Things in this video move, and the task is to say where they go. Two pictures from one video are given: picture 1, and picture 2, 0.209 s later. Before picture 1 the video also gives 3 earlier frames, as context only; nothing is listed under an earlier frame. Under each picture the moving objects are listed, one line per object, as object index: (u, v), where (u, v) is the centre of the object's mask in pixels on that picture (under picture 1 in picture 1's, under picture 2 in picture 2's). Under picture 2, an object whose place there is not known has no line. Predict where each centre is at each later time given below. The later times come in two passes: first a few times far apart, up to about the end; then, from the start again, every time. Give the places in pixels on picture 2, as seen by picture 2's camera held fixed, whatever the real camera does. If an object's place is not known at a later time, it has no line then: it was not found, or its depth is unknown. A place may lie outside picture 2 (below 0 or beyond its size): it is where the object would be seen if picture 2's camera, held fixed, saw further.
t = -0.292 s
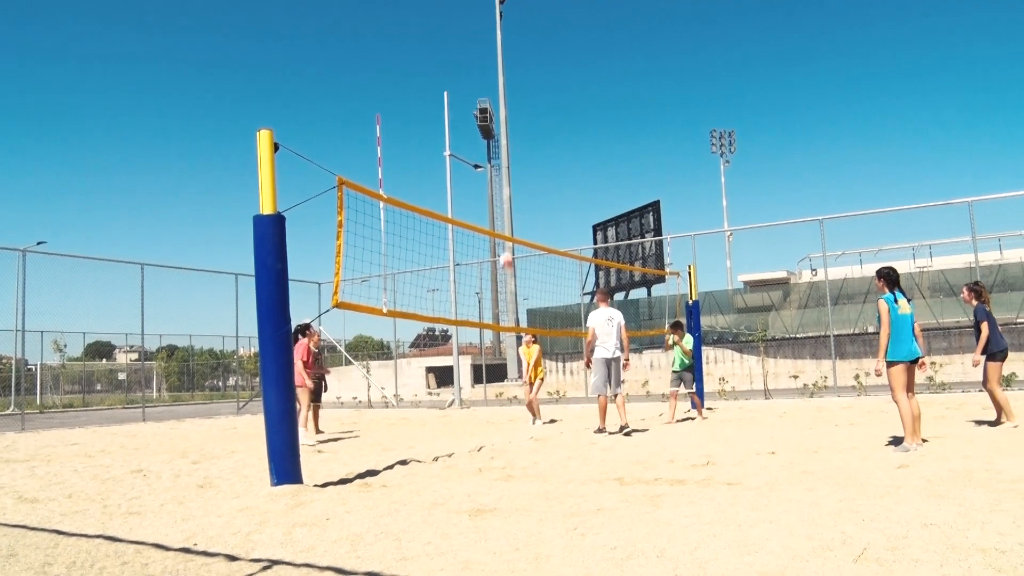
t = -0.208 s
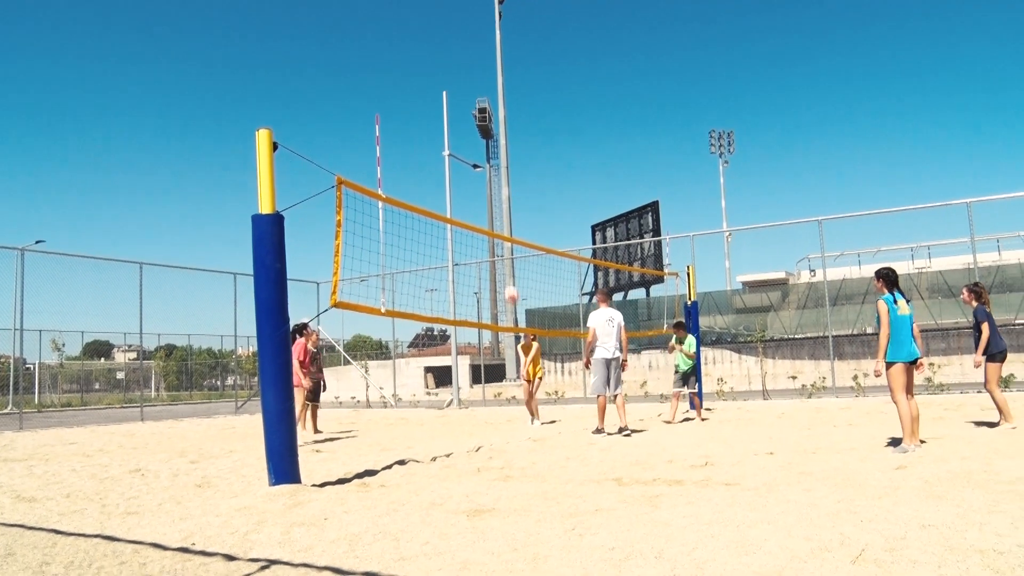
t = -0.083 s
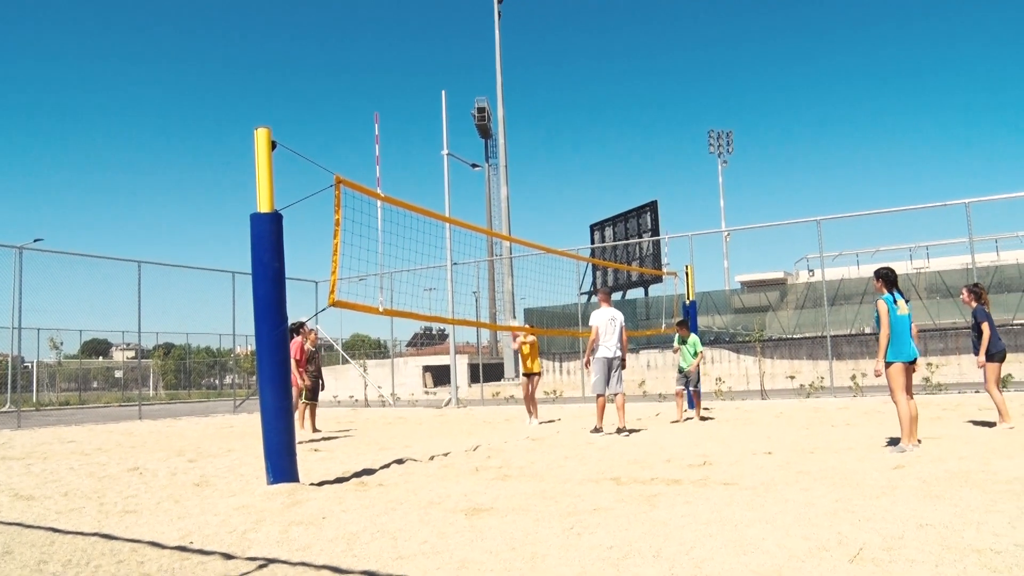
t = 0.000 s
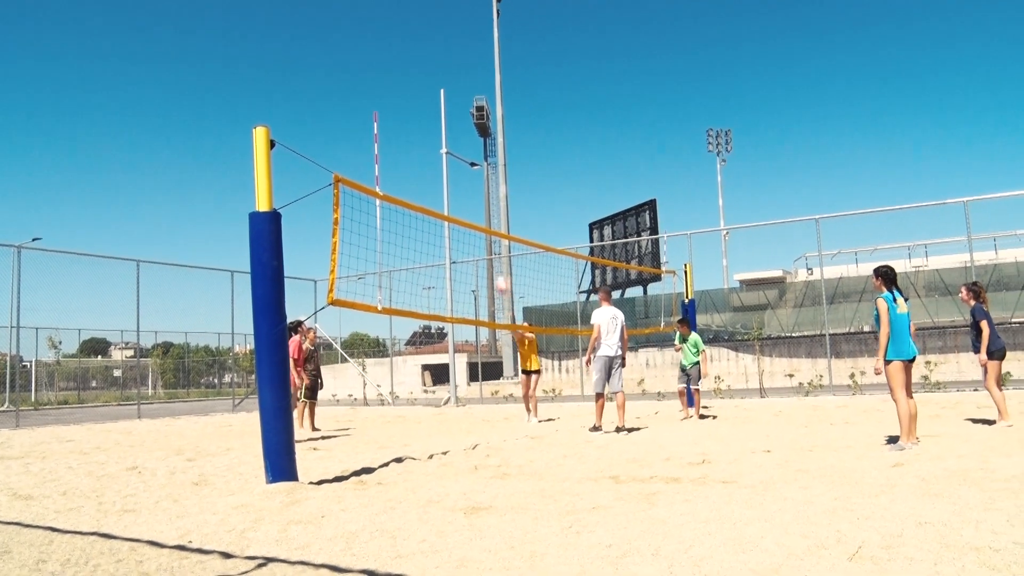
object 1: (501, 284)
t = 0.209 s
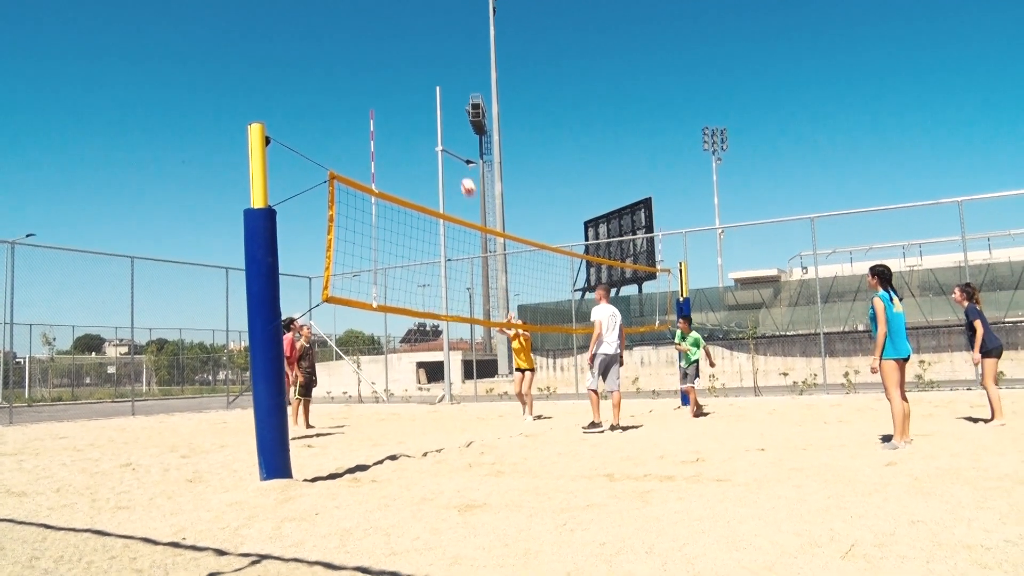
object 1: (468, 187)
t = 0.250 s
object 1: (462, 173)
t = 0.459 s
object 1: (435, 114)
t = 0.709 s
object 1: (399, 71)
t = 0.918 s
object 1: (370, 66)
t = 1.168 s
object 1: (331, 100)
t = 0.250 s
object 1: (462, 173)
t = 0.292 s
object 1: (456, 159)
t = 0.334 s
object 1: (451, 146)
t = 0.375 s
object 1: (445, 134)
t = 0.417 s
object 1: (440, 123)
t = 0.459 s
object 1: (435, 114)
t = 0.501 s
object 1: (429, 105)
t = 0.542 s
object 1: (424, 97)
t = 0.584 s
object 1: (418, 90)
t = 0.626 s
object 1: (413, 83)
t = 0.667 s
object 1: (405, 75)
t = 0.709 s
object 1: (399, 71)
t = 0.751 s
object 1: (393, 68)
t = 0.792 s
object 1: (388, 66)
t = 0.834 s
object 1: (382, 65)
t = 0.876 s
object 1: (375, 65)
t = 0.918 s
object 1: (370, 66)
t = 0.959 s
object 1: (364, 68)
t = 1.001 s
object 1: (359, 71)
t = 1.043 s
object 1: (352, 75)
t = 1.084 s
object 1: (346, 81)
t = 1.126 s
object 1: (340, 88)
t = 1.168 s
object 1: (331, 100)
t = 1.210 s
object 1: (324, 109)
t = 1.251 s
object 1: (318, 120)
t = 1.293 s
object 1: (312, 132)
